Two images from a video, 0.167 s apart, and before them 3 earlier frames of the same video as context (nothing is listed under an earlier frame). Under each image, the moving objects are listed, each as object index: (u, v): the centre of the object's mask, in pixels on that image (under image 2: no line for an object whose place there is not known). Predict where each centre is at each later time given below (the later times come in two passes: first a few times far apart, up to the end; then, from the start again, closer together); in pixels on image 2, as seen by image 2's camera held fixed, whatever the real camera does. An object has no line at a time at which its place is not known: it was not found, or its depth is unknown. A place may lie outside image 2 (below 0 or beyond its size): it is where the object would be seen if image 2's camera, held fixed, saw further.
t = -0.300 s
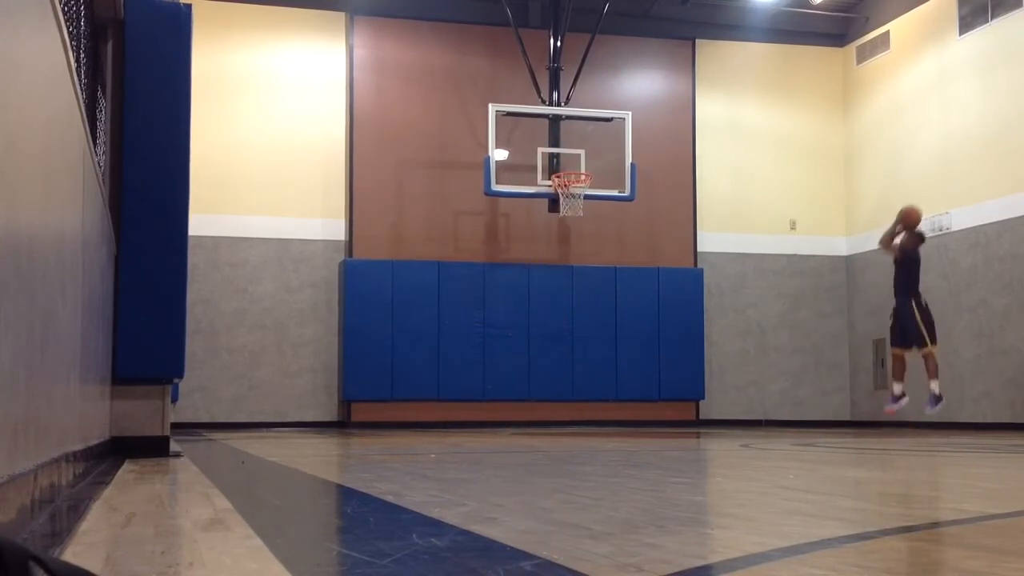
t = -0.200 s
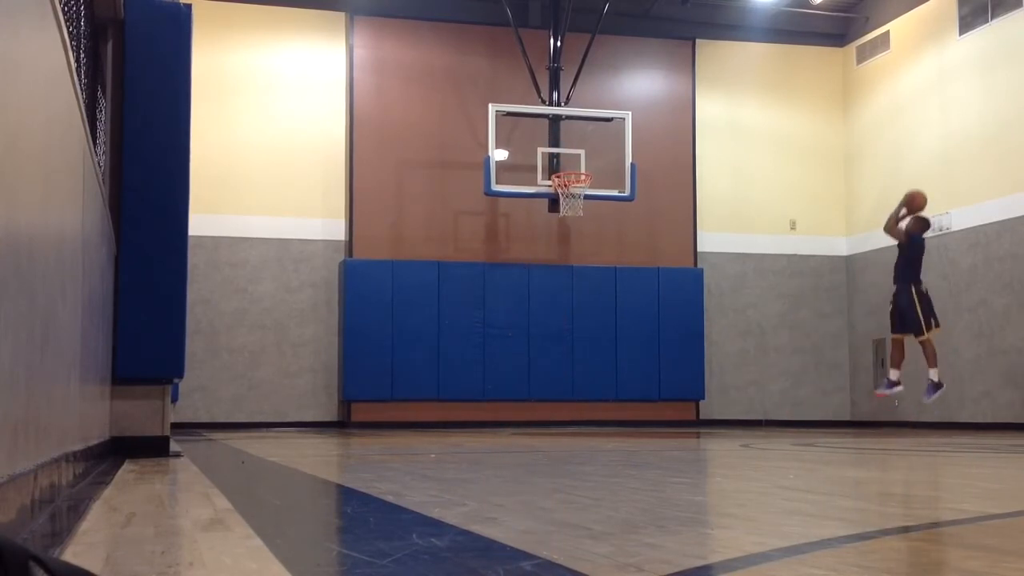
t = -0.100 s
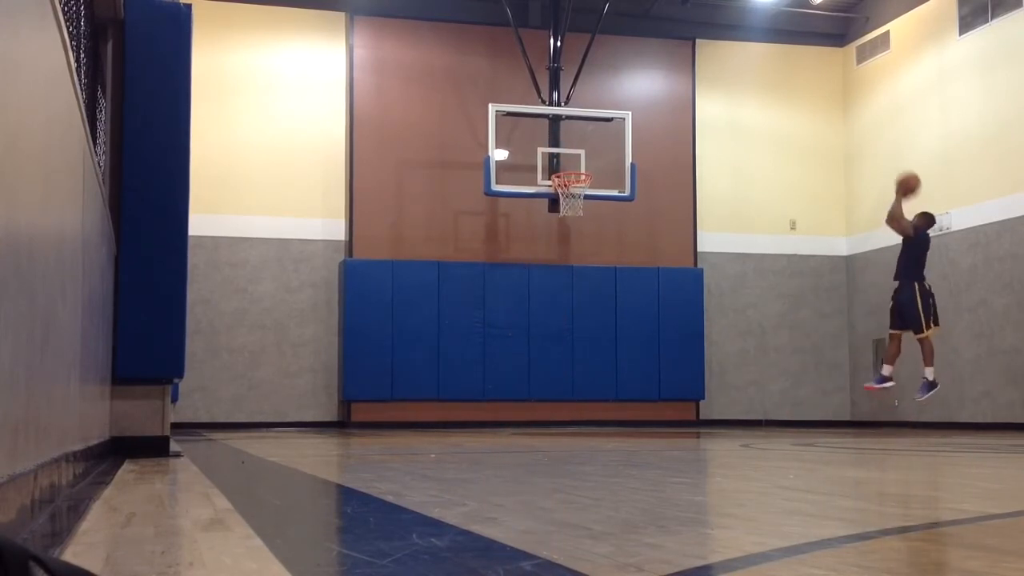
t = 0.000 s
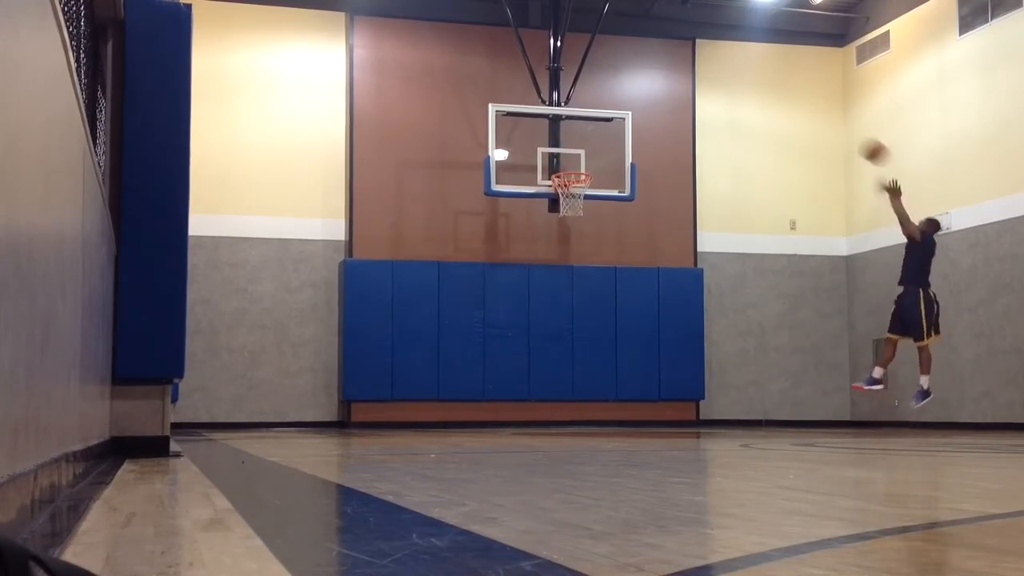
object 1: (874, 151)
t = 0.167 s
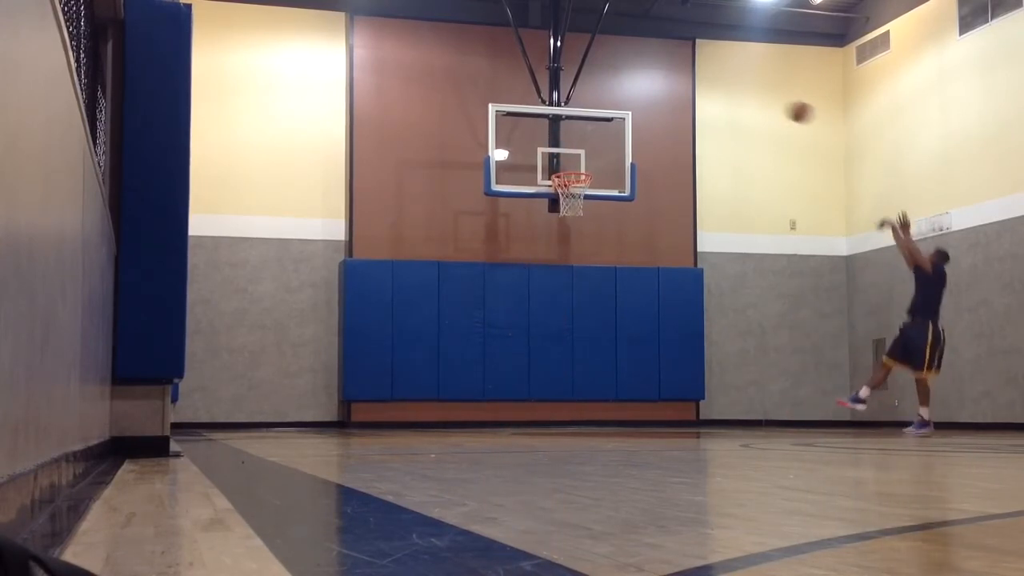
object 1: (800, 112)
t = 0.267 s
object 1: (757, 100)
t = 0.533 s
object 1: (653, 113)
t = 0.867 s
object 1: (583, 192)
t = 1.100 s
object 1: (594, 196)
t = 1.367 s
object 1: (597, 244)
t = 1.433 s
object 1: (598, 266)
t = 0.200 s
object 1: (786, 107)
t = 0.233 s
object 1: (771, 103)
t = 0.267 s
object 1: (757, 100)
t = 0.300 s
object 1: (744, 99)
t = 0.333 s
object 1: (730, 98)
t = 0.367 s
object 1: (717, 98)
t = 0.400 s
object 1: (705, 99)
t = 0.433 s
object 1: (691, 101)
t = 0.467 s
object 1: (678, 105)
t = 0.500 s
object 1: (666, 108)
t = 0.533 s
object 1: (653, 113)
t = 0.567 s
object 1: (642, 118)
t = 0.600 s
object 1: (631, 125)
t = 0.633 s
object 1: (617, 132)
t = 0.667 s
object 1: (606, 141)
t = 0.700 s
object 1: (594, 151)
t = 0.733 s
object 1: (582, 159)
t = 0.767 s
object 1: (570, 164)
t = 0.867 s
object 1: (583, 192)
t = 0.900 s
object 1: (588, 196)
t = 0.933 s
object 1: (590, 195)
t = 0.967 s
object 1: (592, 194)
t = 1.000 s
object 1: (593, 194)
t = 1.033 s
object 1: (593, 194)
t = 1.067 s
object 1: (593, 194)
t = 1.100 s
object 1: (594, 196)
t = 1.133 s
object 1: (594, 199)
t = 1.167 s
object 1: (594, 203)
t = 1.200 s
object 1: (594, 207)
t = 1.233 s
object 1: (595, 214)
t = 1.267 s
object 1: (595, 220)
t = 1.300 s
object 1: (595, 227)
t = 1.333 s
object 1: (597, 235)
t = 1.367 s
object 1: (597, 244)
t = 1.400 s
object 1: (597, 254)
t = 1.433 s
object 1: (598, 266)
